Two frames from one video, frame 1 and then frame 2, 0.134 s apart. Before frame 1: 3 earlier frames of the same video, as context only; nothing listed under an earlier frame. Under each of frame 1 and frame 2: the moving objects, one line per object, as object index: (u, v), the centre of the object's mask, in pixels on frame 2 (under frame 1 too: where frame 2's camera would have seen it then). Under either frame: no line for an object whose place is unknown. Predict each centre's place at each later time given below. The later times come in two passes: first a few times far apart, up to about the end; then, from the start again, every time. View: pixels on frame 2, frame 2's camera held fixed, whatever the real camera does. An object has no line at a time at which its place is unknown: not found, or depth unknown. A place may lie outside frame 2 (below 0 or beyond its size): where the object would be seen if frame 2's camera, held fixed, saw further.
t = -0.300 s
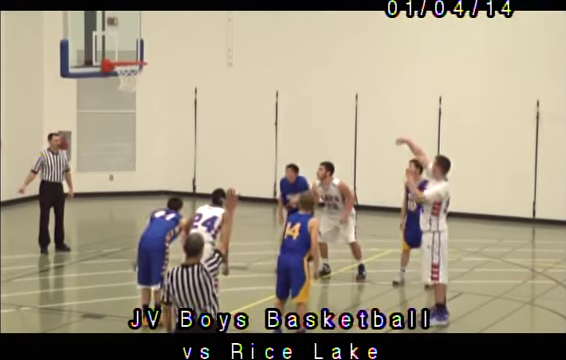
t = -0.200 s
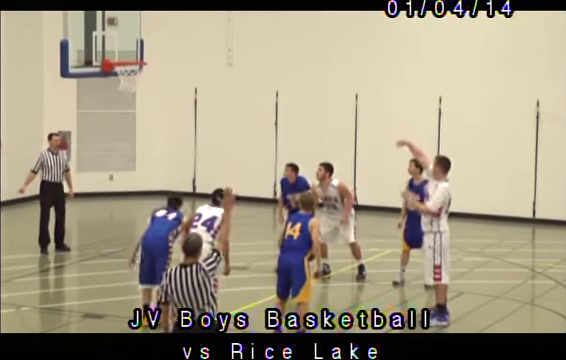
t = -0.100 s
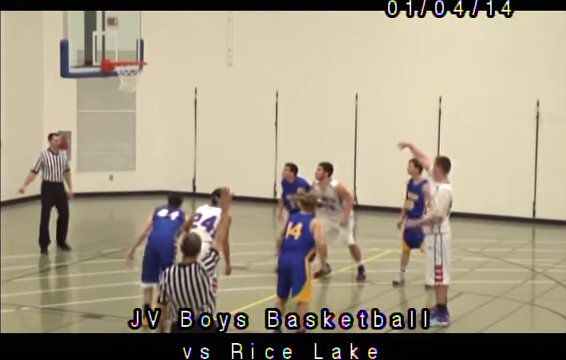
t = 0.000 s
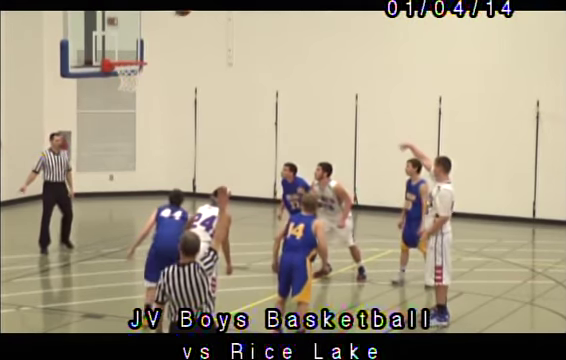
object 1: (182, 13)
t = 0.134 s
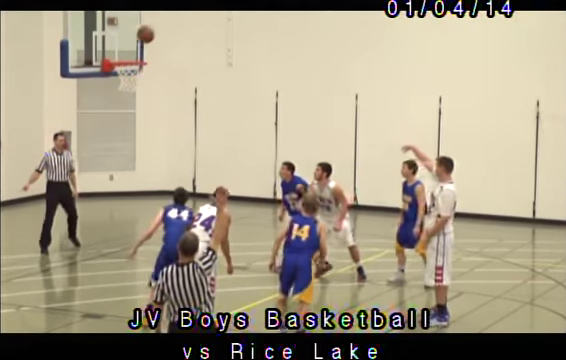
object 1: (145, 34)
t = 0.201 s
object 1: (127, 52)
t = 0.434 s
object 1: (122, 40)
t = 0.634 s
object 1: (136, 51)
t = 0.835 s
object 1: (150, 46)
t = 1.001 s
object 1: (160, 61)
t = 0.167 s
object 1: (136, 43)
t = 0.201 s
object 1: (127, 52)
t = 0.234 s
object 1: (124, 58)
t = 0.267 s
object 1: (130, 59)
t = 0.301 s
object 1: (132, 56)
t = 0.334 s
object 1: (130, 51)
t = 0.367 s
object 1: (128, 47)
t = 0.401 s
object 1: (124, 43)
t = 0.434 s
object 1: (122, 40)
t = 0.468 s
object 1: (119, 38)
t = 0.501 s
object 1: (120, 38)
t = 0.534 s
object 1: (124, 41)
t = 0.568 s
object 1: (128, 43)
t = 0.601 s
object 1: (132, 46)
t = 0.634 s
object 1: (136, 51)
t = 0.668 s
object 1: (139, 52)
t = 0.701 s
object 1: (141, 50)
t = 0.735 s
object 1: (143, 48)
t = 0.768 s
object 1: (145, 46)
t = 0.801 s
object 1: (149, 46)
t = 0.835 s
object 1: (150, 46)
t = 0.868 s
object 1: (152, 48)
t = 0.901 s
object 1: (153, 50)
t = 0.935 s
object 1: (156, 53)
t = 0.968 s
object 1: (158, 56)
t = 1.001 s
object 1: (160, 61)
